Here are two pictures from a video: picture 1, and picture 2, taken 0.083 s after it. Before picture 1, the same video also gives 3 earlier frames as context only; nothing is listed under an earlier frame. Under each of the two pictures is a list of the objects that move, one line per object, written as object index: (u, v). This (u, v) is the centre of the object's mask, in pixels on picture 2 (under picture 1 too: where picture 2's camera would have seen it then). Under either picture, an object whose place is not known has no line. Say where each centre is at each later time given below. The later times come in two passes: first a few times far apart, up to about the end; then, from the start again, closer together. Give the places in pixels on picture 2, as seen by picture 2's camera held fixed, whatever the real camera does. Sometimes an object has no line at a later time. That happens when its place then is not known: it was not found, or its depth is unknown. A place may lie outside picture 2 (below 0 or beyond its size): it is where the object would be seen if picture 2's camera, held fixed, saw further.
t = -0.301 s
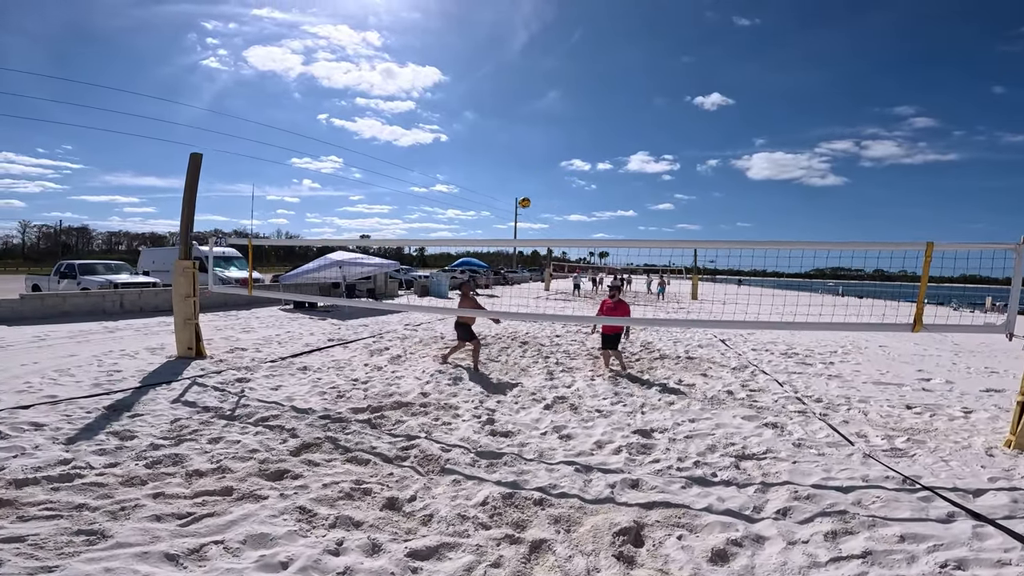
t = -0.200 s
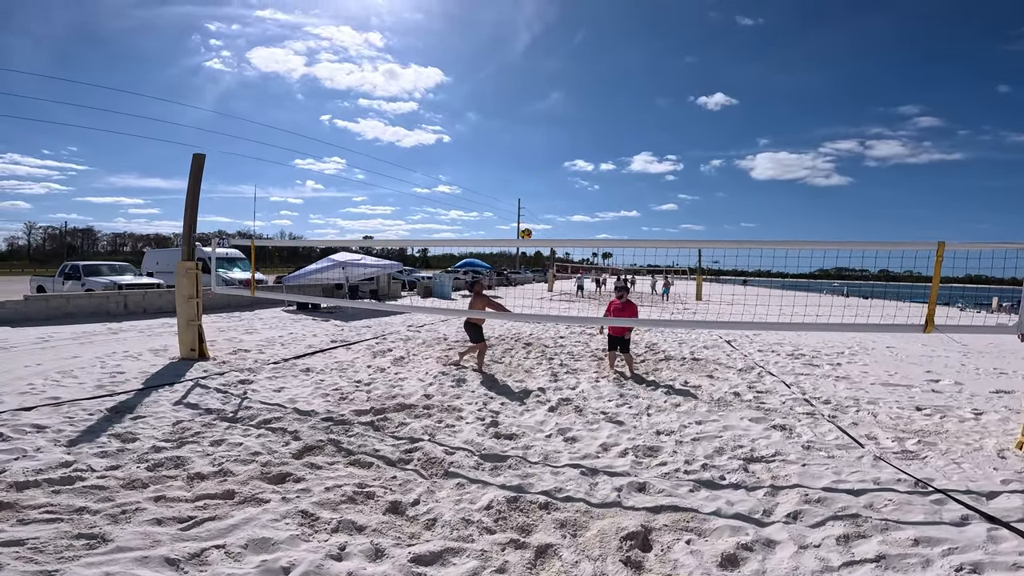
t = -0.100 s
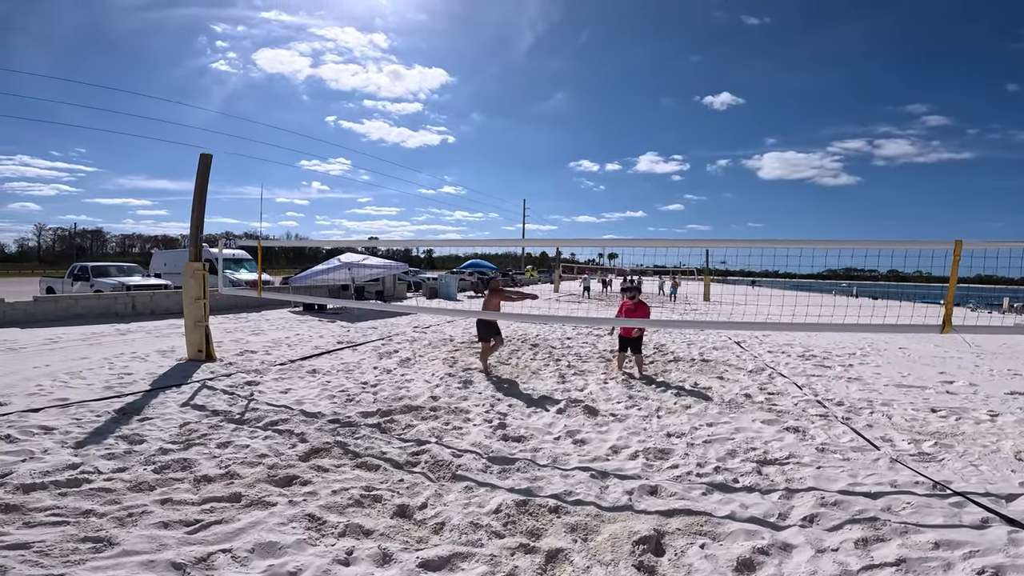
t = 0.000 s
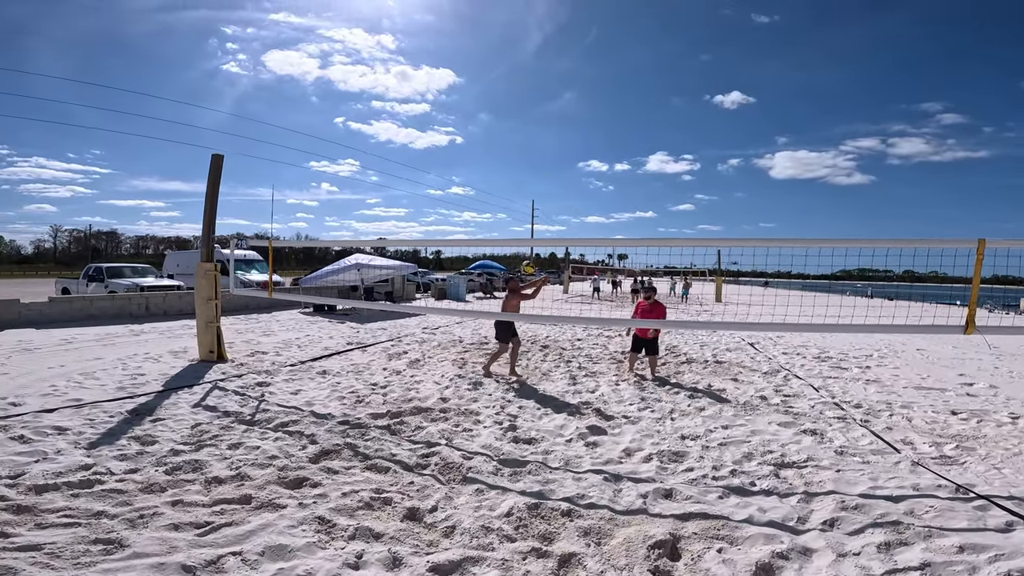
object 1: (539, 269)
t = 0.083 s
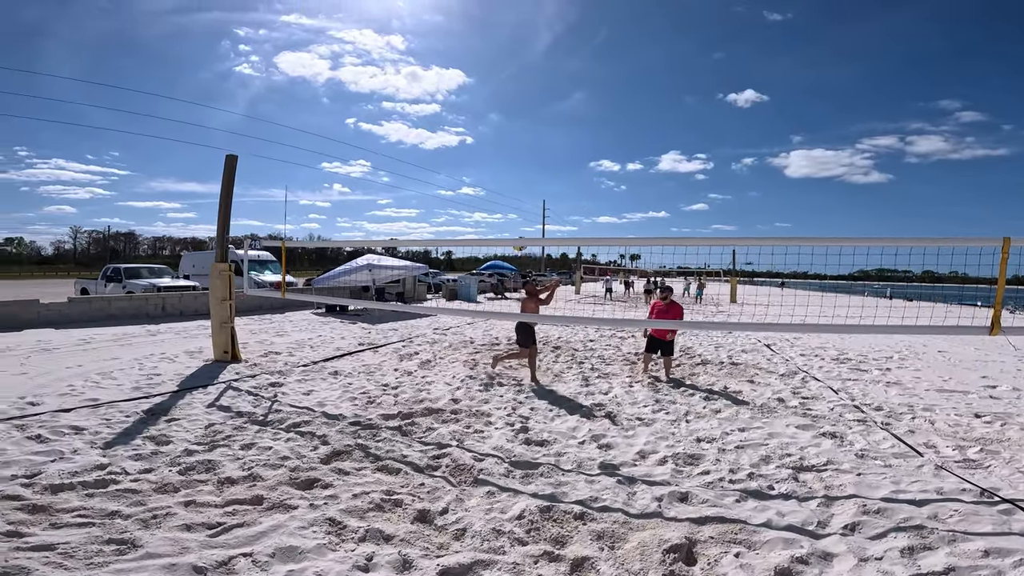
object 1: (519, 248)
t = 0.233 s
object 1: (469, 198)
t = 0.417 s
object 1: (369, 155)
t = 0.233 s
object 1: (469, 198)
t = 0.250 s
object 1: (462, 193)
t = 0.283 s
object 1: (447, 184)
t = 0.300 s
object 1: (439, 179)
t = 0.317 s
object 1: (431, 175)
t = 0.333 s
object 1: (421, 170)
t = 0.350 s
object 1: (412, 167)
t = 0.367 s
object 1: (402, 163)
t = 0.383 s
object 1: (391, 160)
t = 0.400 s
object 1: (380, 157)
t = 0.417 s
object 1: (369, 155)
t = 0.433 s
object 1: (358, 152)
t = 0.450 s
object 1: (346, 150)
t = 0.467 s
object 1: (334, 148)
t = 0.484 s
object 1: (320, 146)
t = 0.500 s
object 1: (306, 145)
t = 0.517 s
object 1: (291, 144)
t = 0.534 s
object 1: (275, 144)
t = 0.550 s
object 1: (258, 143)
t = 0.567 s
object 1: (241, 143)
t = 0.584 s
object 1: (222, 144)
